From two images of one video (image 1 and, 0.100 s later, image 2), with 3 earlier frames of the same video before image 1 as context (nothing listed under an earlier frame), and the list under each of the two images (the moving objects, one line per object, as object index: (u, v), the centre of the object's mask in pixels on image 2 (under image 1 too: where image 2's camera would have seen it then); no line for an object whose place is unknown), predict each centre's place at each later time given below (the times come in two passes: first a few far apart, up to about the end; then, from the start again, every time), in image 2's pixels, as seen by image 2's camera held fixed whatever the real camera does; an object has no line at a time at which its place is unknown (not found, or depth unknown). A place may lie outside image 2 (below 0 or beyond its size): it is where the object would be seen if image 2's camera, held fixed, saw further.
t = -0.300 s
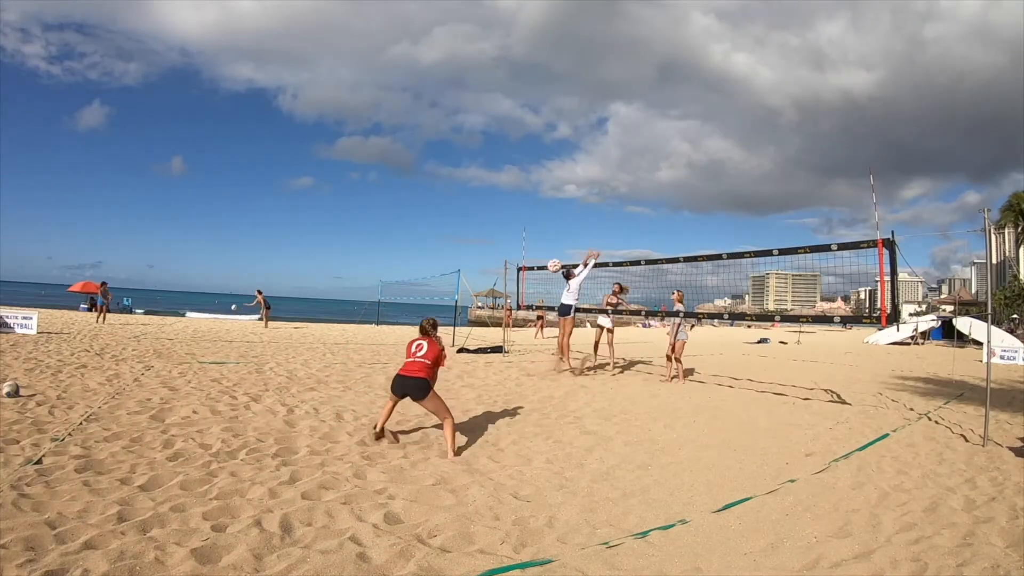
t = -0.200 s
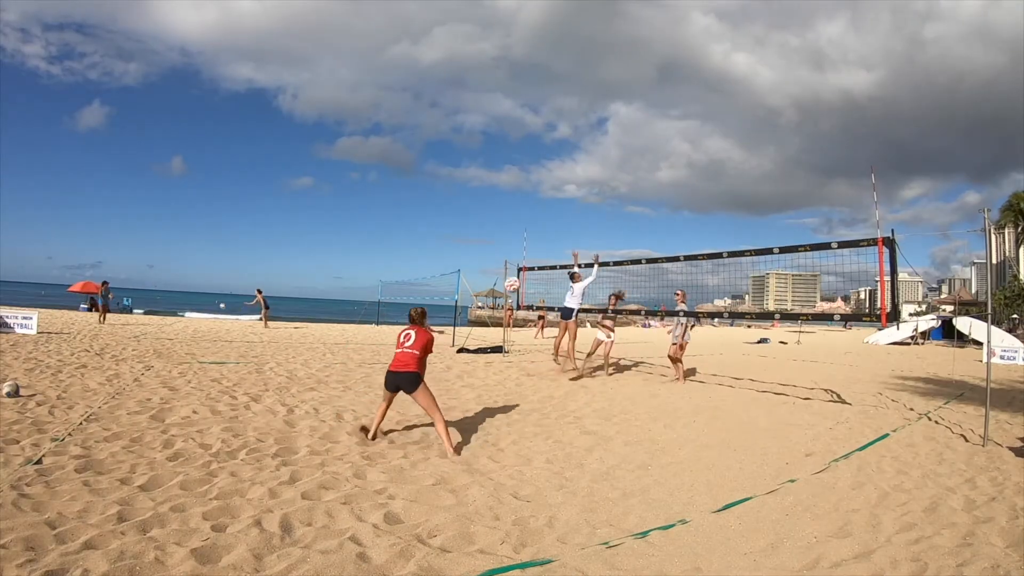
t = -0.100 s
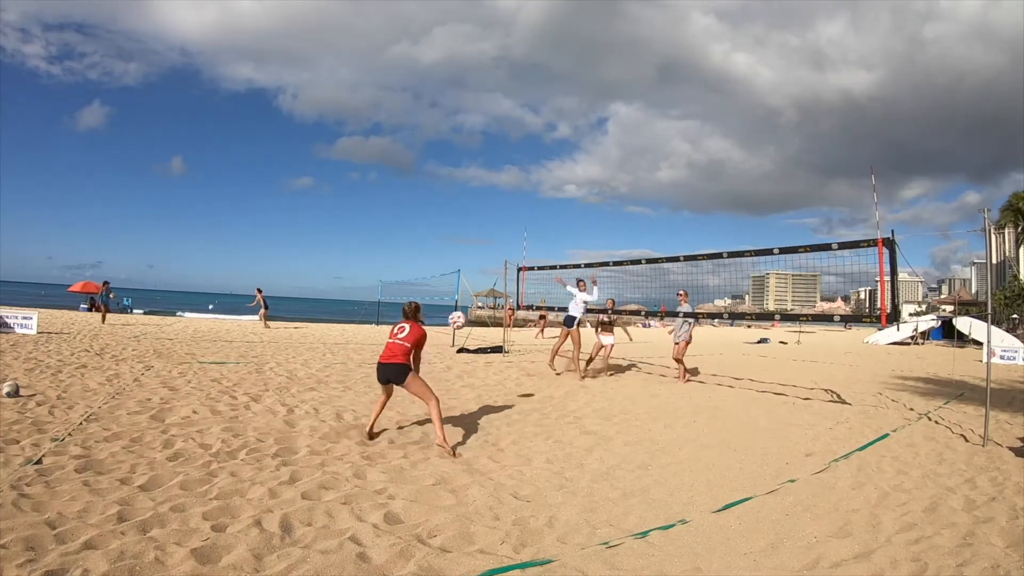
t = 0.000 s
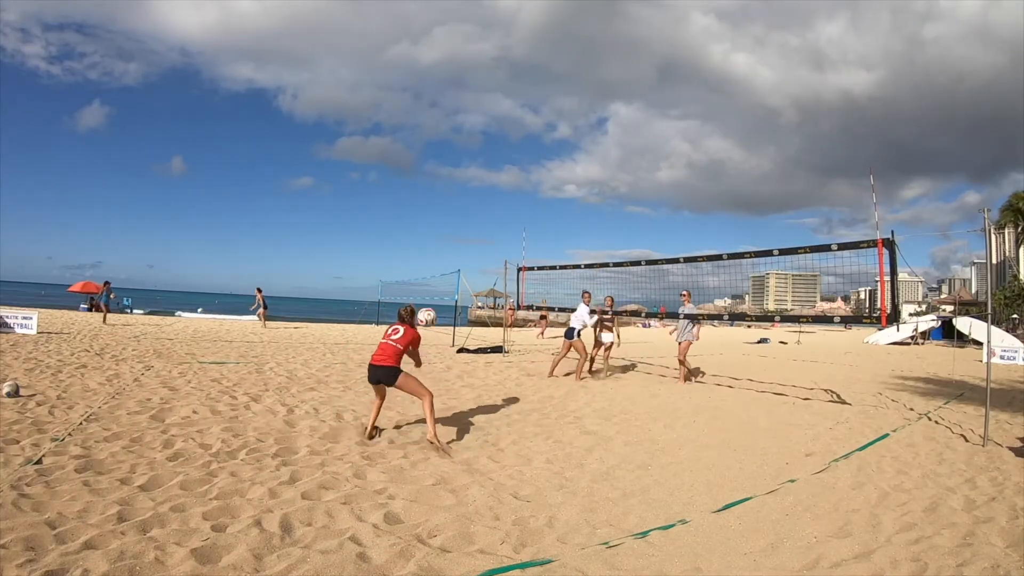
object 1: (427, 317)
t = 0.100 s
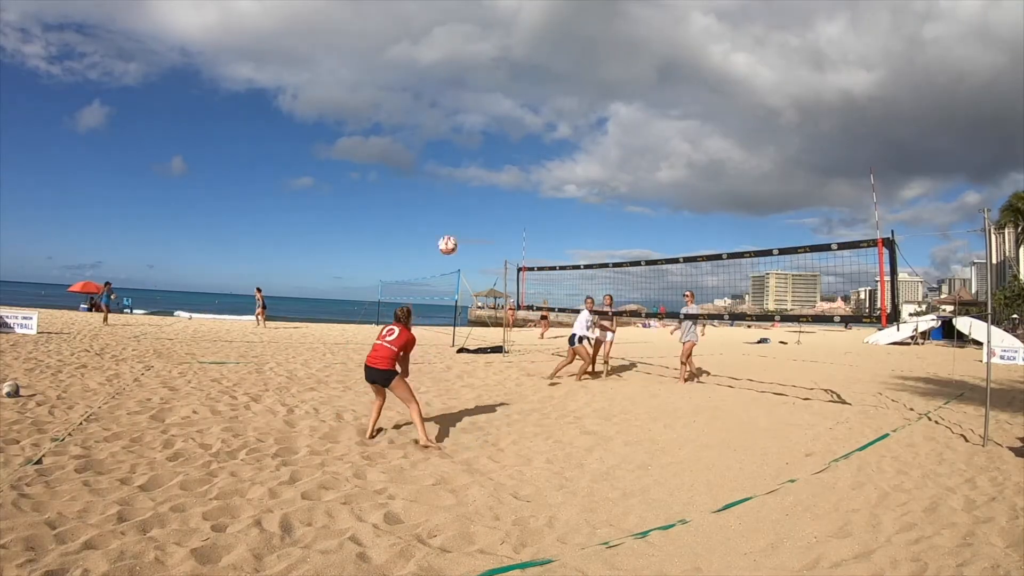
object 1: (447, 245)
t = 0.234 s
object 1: (472, 171)
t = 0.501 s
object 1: (509, 87)
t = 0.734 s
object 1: (533, 61)
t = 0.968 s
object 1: (552, 69)
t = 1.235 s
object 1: (572, 115)
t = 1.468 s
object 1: (586, 187)
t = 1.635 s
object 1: (595, 256)
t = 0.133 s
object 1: (454, 224)
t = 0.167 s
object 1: (460, 205)
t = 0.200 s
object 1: (466, 187)
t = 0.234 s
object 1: (472, 171)
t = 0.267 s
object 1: (477, 156)
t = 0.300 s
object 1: (483, 143)
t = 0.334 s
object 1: (488, 131)
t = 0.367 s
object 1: (493, 120)
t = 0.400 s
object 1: (497, 110)
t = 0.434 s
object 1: (501, 102)
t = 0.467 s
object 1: (505, 93)
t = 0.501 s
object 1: (509, 87)
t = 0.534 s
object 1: (513, 81)
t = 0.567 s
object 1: (517, 76)
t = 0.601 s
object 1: (520, 71)
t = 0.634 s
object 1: (524, 68)
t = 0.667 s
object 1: (527, 65)
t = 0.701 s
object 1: (530, 63)
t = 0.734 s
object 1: (533, 61)
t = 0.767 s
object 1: (536, 61)
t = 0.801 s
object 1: (539, 61)
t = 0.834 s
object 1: (542, 61)
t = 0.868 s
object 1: (544, 62)
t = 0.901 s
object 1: (547, 64)
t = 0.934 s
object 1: (550, 67)
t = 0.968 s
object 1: (552, 69)
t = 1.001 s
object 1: (555, 73)
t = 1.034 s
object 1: (557, 78)
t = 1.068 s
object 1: (560, 82)
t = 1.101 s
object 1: (562, 88)
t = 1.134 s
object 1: (565, 94)
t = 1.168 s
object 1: (567, 101)
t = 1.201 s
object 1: (569, 108)
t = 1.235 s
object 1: (572, 115)
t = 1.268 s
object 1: (574, 124)
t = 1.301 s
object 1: (576, 133)
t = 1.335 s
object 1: (578, 142)
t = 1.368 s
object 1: (580, 153)
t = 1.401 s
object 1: (582, 164)
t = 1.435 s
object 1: (585, 175)
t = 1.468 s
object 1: (586, 187)
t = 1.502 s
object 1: (588, 199)
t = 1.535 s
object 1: (590, 213)
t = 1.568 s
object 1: (592, 227)
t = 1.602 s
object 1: (594, 241)
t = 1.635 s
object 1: (595, 256)
